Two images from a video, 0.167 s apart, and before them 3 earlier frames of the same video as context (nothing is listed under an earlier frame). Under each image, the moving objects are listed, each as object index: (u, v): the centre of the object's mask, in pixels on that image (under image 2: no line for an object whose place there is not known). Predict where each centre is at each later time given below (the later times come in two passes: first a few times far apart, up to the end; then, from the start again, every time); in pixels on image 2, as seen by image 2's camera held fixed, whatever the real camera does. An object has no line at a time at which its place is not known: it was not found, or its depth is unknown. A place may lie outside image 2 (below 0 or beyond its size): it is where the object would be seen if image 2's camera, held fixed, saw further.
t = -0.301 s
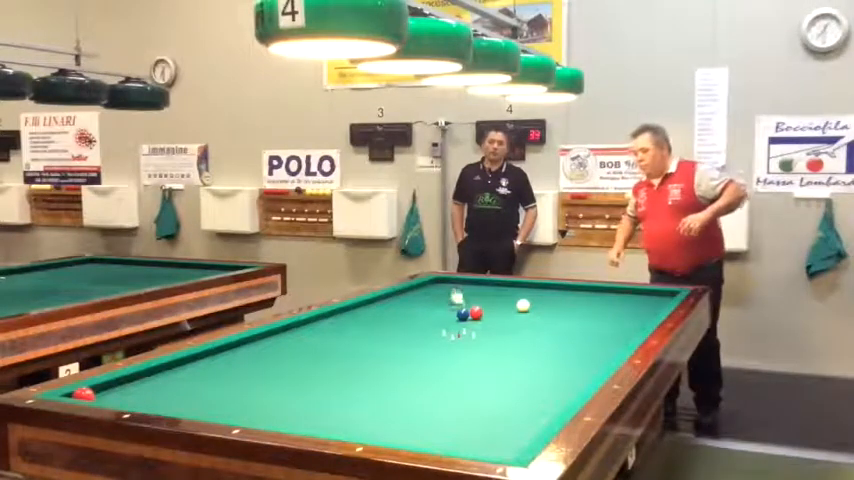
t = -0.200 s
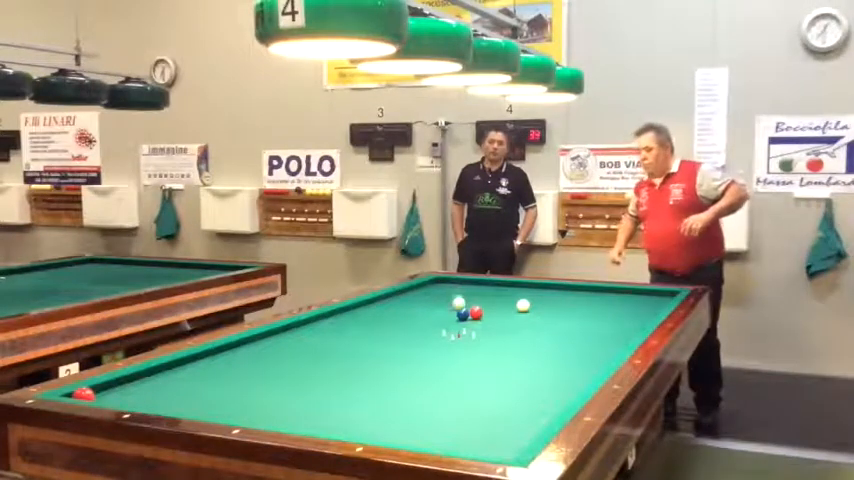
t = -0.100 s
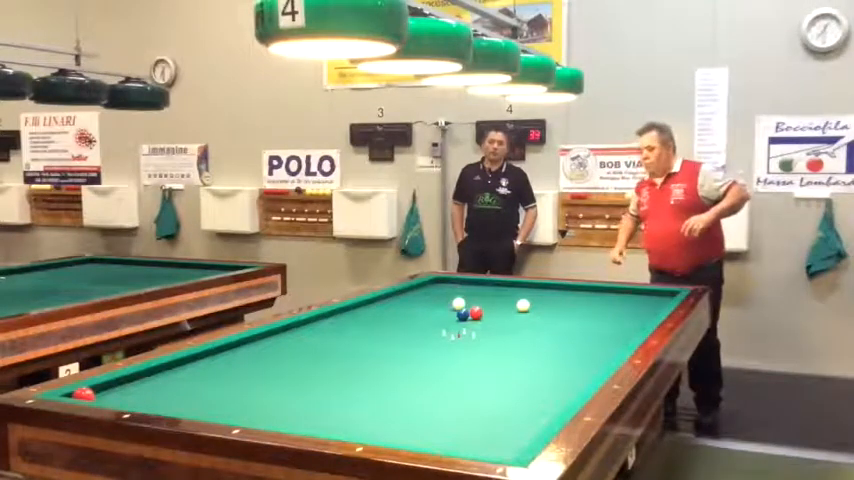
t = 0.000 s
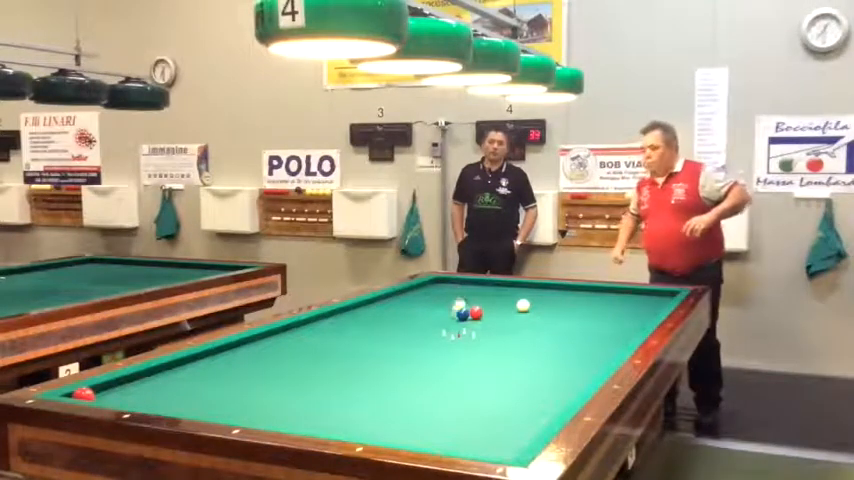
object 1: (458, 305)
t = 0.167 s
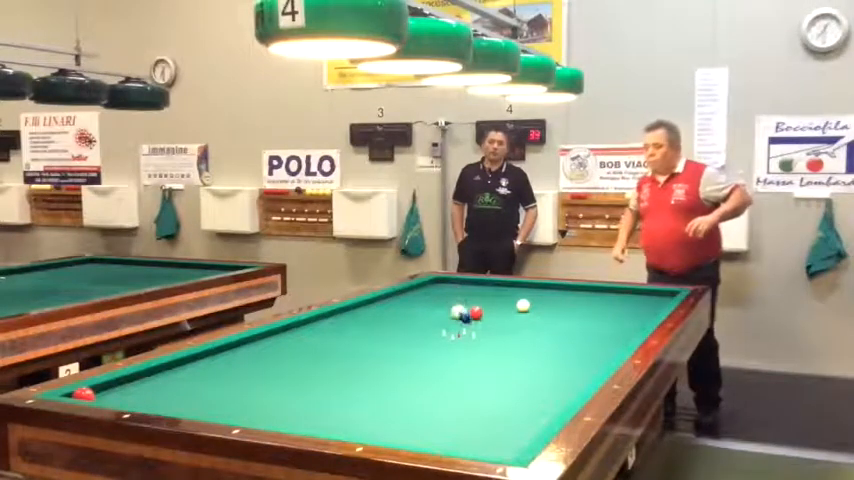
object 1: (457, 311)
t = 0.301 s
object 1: (457, 312)
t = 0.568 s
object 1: (453, 316)
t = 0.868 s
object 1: (449, 318)
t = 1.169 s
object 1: (445, 322)
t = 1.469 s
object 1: (442, 324)
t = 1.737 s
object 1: (439, 327)
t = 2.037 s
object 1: (434, 331)
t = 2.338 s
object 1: (431, 334)
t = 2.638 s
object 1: (427, 336)
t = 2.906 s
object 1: (424, 339)
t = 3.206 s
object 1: (421, 342)
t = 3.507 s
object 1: (418, 344)
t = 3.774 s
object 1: (416, 346)
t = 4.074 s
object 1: (413, 348)
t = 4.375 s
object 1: (411, 351)
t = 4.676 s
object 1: (409, 353)
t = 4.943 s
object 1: (407, 354)
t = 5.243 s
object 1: (406, 356)
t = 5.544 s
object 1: (404, 358)
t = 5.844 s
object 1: (403, 360)
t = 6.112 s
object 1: (401, 360)
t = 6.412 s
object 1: (400, 361)
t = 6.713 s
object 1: (399, 361)
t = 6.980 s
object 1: (398, 362)
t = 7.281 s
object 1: (398, 362)
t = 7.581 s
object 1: (398, 362)
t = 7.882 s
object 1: (397, 362)
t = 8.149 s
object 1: (398, 363)
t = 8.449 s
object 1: (398, 362)
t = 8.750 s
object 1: (397, 362)
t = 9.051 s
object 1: (398, 363)
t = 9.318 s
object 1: (398, 363)
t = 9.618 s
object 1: (398, 363)
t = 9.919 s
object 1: (398, 363)
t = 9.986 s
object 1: (398, 363)
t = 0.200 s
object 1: (457, 311)
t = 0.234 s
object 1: (457, 312)
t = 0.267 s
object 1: (457, 312)
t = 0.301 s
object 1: (457, 312)
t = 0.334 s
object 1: (456, 313)
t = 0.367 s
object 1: (456, 313)
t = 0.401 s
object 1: (455, 313)
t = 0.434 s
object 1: (454, 314)
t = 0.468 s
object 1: (454, 315)
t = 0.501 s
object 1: (454, 315)
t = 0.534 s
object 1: (453, 315)
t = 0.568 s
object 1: (453, 316)
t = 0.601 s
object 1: (453, 316)
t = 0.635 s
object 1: (452, 316)
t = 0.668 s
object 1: (453, 316)
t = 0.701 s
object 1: (451, 317)
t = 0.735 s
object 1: (451, 317)
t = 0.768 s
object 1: (450, 317)
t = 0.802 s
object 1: (450, 317)
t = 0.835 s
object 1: (449, 318)
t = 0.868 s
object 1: (449, 318)
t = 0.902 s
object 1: (449, 319)
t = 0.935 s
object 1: (448, 319)
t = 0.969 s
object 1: (448, 320)
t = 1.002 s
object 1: (447, 320)
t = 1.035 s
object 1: (447, 320)
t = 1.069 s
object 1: (446, 320)
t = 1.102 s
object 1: (446, 321)
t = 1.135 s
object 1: (445, 321)
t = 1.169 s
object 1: (445, 322)
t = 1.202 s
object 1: (445, 322)
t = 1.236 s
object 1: (444, 322)
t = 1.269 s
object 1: (444, 322)
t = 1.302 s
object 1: (444, 323)
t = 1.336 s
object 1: (444, 323)
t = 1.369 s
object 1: (443, 323)
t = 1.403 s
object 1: (442, 324)
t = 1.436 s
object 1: (442, 324)
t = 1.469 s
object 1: (442, 324)
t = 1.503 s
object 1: (442, 324)
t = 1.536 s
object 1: (441, 325)
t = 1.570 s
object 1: (440, 326)
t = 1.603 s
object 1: (440, 326)
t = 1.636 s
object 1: (440, 326)
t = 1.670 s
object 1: (440, 327)
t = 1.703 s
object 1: (440, 327)
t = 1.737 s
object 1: (439, 327)
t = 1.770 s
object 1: (438, 328)
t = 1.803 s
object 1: (437, 329)
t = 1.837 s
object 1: (437, 329)
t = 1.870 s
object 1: (437, 329)
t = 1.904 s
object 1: (436, 329)
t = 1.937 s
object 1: (436, 330)
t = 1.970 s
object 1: (436, 330)
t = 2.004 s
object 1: (435, 331)
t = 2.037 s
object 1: (434, 331)
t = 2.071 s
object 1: (434, 331)
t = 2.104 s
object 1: (434, 332)
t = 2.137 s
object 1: (433, 332)
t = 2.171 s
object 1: (433, 332)
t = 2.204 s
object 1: (433, 332)
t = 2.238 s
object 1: (432, 333)
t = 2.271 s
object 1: (432, 334)
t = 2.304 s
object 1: (431, 334)
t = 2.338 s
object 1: (431, 334)
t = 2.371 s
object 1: (430, 335)
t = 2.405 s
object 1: (429, 335)
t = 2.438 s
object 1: (429, 335)
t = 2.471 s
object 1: (428, 336)
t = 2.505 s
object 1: (428, 336)
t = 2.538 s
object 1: (428, 336)
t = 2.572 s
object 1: (428, 336)
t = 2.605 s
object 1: (428, 336)
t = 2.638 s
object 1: (427, 336)
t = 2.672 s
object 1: (427, 337)
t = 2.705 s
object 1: (427, 337)
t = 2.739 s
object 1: (426, 338)
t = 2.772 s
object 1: (426, 338)
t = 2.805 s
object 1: (425, 339)
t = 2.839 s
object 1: (424, 339)
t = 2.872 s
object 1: (424, 339)
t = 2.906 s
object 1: (424, 339)
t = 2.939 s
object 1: (424, 339)
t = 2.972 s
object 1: (424, 339)
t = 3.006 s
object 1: (423, 340)
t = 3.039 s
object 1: (423, 340)
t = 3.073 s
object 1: (423, 340)
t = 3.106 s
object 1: (422, 341)
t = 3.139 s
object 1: (421, 342)
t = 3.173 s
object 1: (421, 342)
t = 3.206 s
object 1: (421, 342)
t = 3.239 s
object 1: (421, 342)
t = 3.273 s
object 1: (421, 342)
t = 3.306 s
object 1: (421, 342)
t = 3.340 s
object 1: (420, 343)
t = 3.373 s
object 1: (420, 343)
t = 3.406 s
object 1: (420, 343)
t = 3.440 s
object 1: (419, 343)
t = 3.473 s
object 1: (419, 344)
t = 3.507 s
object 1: (418, 344)
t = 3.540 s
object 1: (418, 344)
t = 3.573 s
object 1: (418, 345)
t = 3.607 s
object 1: (418, 345)
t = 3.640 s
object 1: (417, 345)
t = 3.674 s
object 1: (417, 346)
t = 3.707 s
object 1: (417, 346)
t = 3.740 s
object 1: (416, 346)
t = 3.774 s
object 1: (416, 346)
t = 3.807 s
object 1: (416, 347)
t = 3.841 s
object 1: (415, 347)
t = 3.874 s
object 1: (415, 347)
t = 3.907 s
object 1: (415, 347)
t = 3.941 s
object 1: (415, 347)
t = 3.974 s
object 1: (414, 348)
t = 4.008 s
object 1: (414, 348)
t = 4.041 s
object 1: (414, 348)
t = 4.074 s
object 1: (413, 348)
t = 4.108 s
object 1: (413, 348)
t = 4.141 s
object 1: (413, 349)
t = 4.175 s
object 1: (413, 349)
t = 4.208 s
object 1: (412, 350)
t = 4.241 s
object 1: (412, 350)
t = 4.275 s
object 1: (412, 350)
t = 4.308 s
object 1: (411, 350)
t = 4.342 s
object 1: (411, 350)
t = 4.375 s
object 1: (411, 351)
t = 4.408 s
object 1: (411, 351)
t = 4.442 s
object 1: (410, 351)
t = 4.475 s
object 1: (410, 351)
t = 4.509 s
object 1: (410, 352)
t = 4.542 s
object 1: (410, 352)
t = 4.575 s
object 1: (410, 352)
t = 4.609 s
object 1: (410, 353)
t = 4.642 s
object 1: (409, 353)
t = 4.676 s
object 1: (409, 353)
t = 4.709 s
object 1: (409, 353)
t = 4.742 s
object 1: (409, 353)
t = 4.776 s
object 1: (408, 354)
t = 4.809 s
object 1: (408, 354)
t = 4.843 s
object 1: (408, 354)
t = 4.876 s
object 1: (408, 354)
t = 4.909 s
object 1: (407, 354)
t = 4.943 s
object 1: (407, 354)
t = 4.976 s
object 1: (407, 355)
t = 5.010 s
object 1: (407, 355)
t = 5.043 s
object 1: (407, 355)
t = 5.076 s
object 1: (406, 355)
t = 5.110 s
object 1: (406, 355)
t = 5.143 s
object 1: (406, 356)
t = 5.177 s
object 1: (406, 357)
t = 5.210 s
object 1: (406, 357)
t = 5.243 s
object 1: (406, 356)
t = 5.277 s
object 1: (406, 356)
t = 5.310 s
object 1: (405, 357)
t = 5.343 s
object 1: (405, 357)
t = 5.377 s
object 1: (405, 357)
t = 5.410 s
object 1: (405, 357)
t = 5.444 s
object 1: (404, 358)
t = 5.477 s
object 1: (404, 358)
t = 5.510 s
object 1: (404, 358)
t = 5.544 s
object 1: (404, 358)
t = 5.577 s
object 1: (404, 358)
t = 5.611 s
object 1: (404, 359)
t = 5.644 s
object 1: (404, 359)
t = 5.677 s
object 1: (403, 359)
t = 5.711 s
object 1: (403, 359)
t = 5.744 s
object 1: (403, 359)
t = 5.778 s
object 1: (403, 359)
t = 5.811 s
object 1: (403, 359)
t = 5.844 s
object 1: (403, 360)
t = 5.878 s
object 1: (402, 359)
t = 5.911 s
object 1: (402, 359)
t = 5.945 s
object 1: (402, 359)
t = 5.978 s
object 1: (402, 360)
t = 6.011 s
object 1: (402, 360)
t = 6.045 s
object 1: (401, 360)
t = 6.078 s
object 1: (401, 360)
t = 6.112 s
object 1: (401, 360)
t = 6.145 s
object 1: (401, 360)
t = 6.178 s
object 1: (400, 360)
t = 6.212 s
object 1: (401, 361)
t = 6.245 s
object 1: (400, 361)
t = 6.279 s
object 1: (400, 361)
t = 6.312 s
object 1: (400, 361)
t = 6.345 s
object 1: (400, 361)
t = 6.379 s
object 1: (400, 361)
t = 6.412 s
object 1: (400, 361)
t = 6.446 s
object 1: (399, 361)
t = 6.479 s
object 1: (400, 361)
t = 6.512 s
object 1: (400, 361)
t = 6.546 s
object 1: (400, 361)
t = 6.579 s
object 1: (399, 361)
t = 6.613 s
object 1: (399, 361)
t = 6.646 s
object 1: (399, 361)
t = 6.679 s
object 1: (399, 361)
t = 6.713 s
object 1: (399, 361)
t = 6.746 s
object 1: (399, 361)
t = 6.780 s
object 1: (399, 361)
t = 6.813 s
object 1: (399, 361)
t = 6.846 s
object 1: (399, 361)
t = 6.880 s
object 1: (399, 361)
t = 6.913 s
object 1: (399, 361)
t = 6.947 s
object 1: (398, 361)
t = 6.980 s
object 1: (398, 362)
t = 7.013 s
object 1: (398, 362)
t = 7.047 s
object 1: (398, 362)
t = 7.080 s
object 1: (398, 362)
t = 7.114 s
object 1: (398, 362)
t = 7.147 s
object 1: (398, 362)
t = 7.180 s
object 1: (398, 362)
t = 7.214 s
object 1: (398, 362)
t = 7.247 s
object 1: (398, 362)
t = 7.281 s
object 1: (398, 362)
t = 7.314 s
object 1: (398, 362)
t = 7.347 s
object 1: (398, 362)
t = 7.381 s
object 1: (398, 362)
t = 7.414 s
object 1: (398, 362)
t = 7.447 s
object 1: (398, 362)
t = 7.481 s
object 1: (398, 362)
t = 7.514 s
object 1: (397, 362)
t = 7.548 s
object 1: (398, 363)
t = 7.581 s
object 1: (398, 362)
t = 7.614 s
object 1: (398, 363)
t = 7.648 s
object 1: (398, 362)
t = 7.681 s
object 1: (398, 362)
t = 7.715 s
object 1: (398, 362)
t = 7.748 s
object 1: (398, 362)
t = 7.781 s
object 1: (398, 362)
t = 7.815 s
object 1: (398, 362)
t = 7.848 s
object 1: (397, 362)
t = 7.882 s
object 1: (397, 362)
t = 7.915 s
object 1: (398, 362)
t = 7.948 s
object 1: (398, 362)
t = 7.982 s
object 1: (398, 362)
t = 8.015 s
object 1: (398, 363)
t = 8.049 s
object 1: (398, 362)
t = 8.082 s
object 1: (398, 363)
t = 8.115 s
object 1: (398, 362)
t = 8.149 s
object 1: (398, 363)
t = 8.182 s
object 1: (398, 363)
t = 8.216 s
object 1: (398, 363)
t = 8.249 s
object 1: (398, 362)
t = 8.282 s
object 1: (398, 362)
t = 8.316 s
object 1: (398, 362)
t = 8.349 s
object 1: (398, 362)
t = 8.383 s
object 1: (398, 362)
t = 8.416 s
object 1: (398, 363)
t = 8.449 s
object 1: (398, 362)
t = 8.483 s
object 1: (398, 362)
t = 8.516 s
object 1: (397, 362)
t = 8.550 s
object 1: (397, 362)
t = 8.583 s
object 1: (397, 362)
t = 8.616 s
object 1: (398, 363)
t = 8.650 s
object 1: (397, 362)
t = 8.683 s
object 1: (398, 363)
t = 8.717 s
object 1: (398, 362)
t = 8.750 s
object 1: (397, 362)
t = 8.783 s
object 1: (397, 362)
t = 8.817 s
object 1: (398, 363)
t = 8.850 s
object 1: (398, 363)
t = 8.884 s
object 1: (398, 363)
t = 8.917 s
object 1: (398, 363)
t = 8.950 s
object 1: (398, 363)
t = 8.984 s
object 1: (398, 363)
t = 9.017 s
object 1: (398, 363)
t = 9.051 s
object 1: (398, 363)
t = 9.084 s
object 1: (398, 363)
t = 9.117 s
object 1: (398, 363)
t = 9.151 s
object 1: (398, 363)
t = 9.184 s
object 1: (398, 363)
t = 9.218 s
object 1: (398, 363)
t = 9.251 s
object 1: (398, 363)
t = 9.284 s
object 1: (398, 363)
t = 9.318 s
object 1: (398, 363)
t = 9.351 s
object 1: (398, 363)
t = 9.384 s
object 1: (398, 363)
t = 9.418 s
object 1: (398, 363)
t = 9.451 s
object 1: (398, 363)
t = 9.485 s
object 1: (398, 363)
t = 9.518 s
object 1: (398, 363)
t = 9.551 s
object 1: (398, 363)
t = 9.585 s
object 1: (398, 363)
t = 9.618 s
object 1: (398, 363)
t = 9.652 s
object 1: (398, 363)
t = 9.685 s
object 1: (398, 363)
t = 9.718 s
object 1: (398, 363)
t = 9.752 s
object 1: (398, 363)
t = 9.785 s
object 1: (398, 363)
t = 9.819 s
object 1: (398, 363)
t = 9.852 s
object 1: (398, 363)
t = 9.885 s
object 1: (398, 363)
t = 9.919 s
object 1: (398, 363)
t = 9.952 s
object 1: (398, 363)
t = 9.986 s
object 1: (398, 363)
